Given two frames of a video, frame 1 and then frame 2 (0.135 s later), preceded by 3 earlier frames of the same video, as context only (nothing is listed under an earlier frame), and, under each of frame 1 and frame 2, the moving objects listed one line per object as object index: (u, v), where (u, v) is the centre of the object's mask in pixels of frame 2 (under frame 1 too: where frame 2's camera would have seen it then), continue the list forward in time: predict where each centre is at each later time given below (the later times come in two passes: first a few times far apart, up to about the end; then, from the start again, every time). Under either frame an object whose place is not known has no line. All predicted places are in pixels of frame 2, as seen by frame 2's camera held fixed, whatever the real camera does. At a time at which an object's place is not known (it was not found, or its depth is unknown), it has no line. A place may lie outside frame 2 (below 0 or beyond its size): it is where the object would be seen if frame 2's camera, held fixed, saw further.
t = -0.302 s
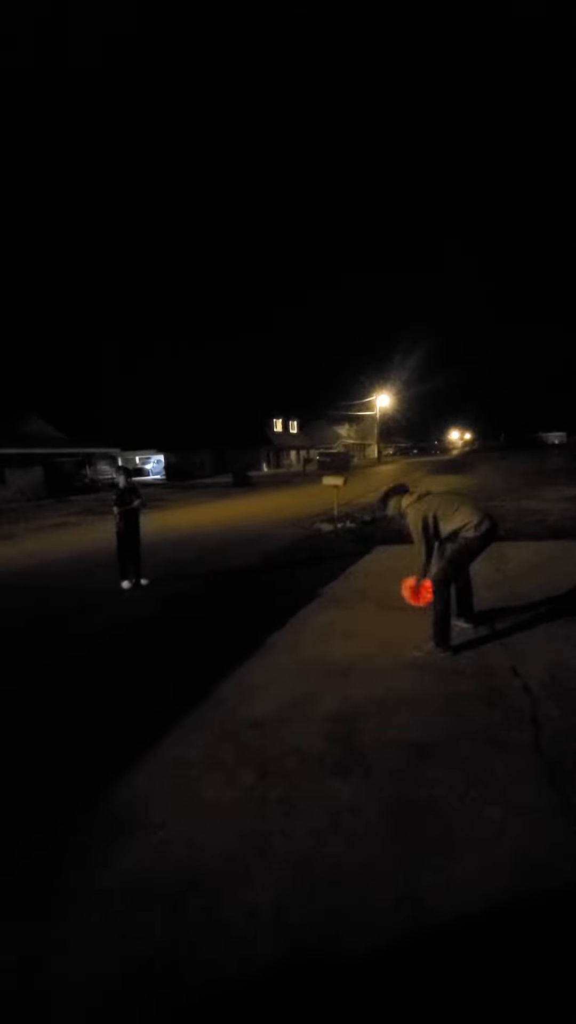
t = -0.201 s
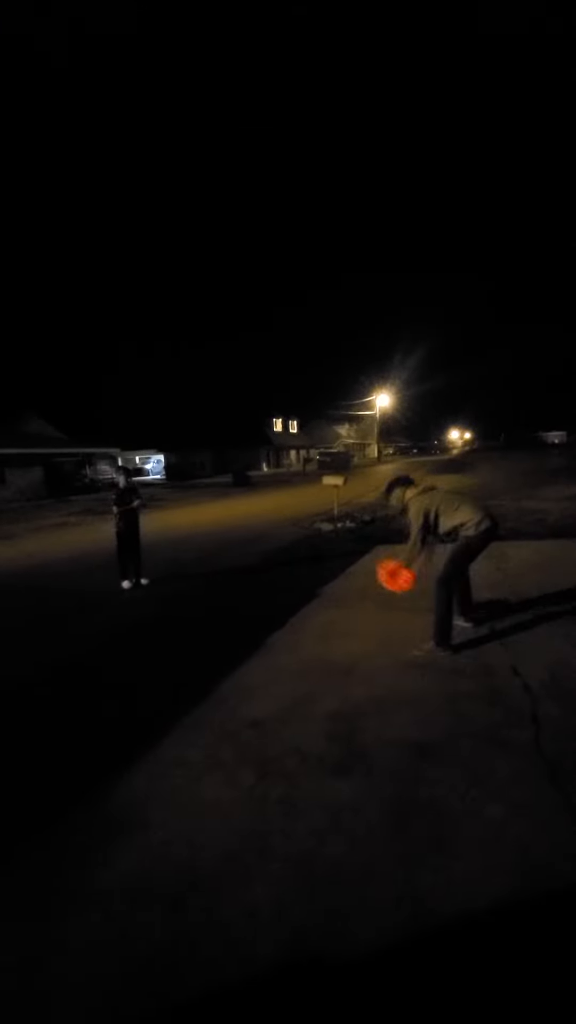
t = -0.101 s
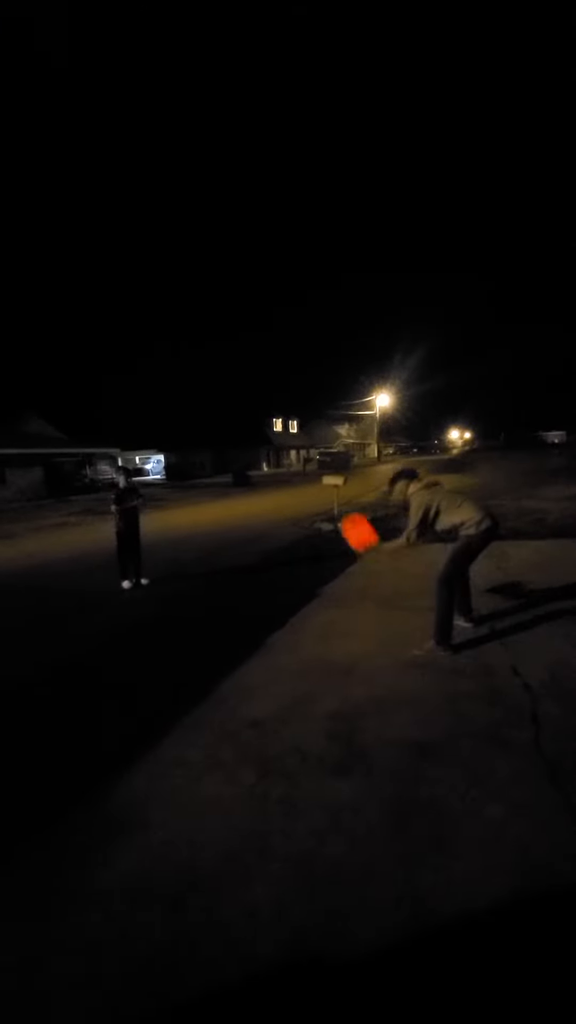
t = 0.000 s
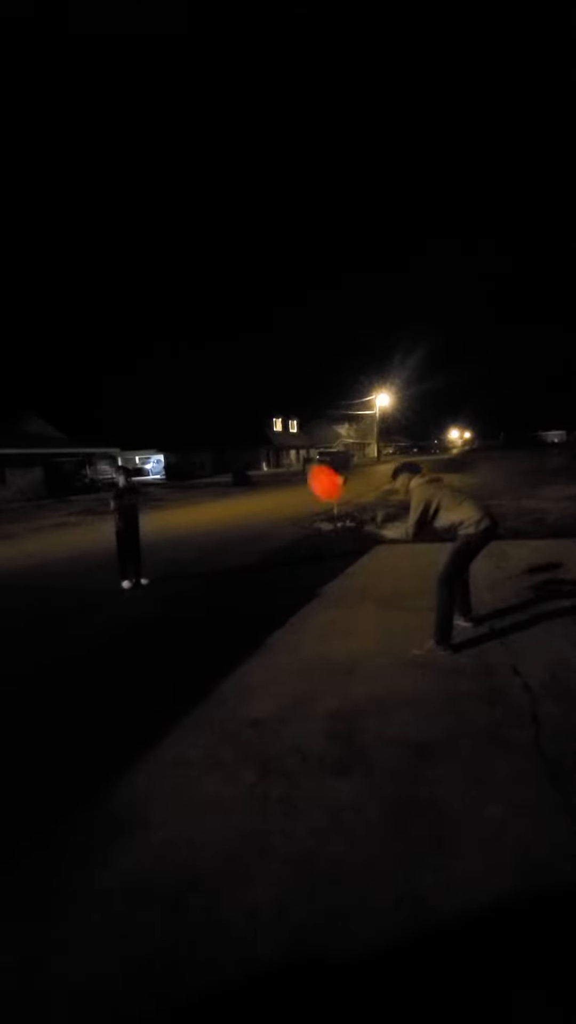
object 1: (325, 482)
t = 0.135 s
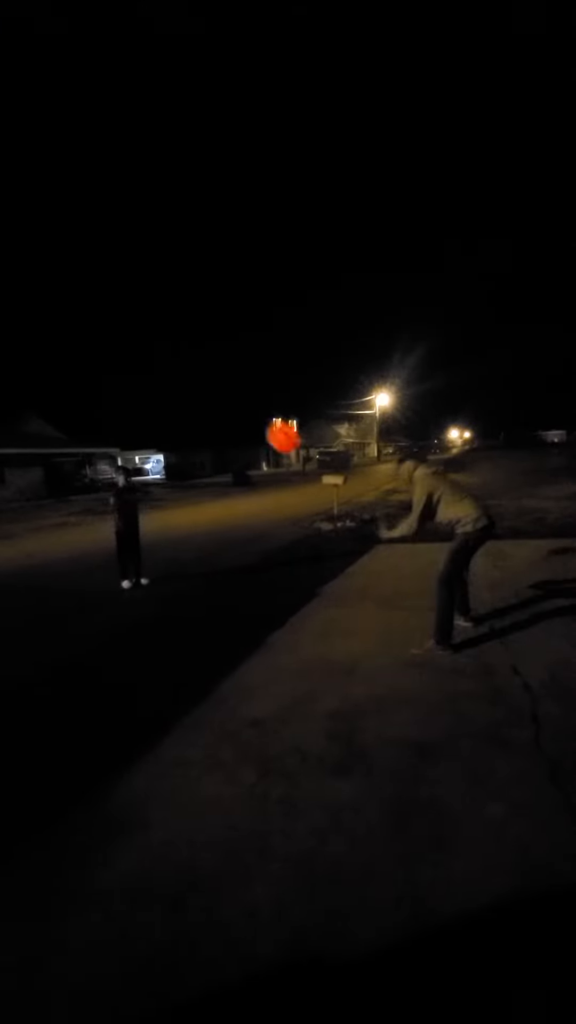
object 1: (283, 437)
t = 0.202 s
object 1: (262, 422)
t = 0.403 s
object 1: (211, 412)
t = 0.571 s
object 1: (174, 435)
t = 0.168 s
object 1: (273, 429)
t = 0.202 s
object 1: (262, 422)
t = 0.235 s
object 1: (254, 418)
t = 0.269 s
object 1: (245, 414)
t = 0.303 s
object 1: (236, 412)
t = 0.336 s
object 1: (227, 410)
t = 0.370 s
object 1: (219, 410)
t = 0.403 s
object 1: (211, 412)
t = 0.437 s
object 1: (203, 414)
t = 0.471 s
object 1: (195, 418)
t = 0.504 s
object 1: (188, 422)
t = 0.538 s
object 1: (181, 428)
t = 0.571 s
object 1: (174, 435)
